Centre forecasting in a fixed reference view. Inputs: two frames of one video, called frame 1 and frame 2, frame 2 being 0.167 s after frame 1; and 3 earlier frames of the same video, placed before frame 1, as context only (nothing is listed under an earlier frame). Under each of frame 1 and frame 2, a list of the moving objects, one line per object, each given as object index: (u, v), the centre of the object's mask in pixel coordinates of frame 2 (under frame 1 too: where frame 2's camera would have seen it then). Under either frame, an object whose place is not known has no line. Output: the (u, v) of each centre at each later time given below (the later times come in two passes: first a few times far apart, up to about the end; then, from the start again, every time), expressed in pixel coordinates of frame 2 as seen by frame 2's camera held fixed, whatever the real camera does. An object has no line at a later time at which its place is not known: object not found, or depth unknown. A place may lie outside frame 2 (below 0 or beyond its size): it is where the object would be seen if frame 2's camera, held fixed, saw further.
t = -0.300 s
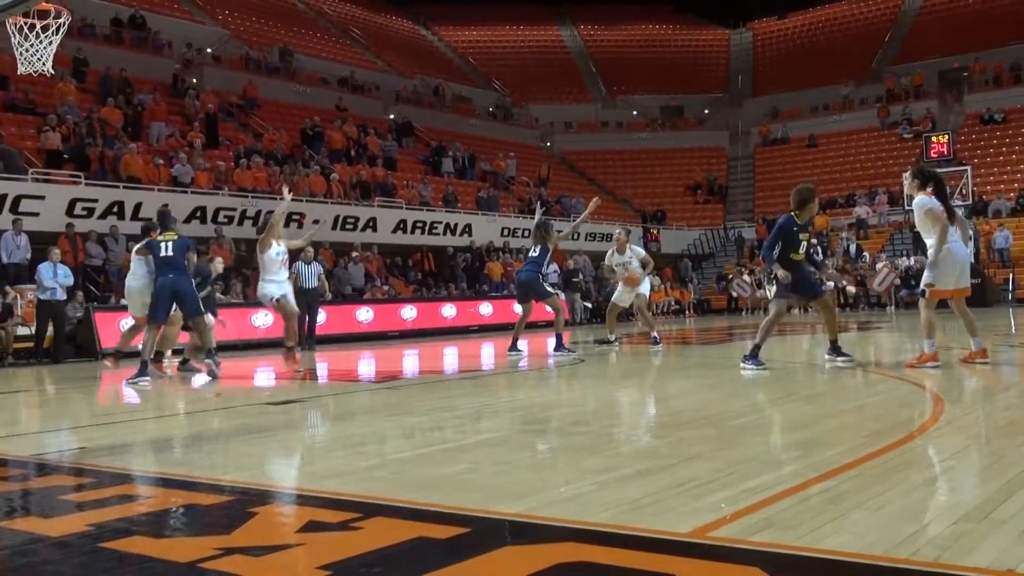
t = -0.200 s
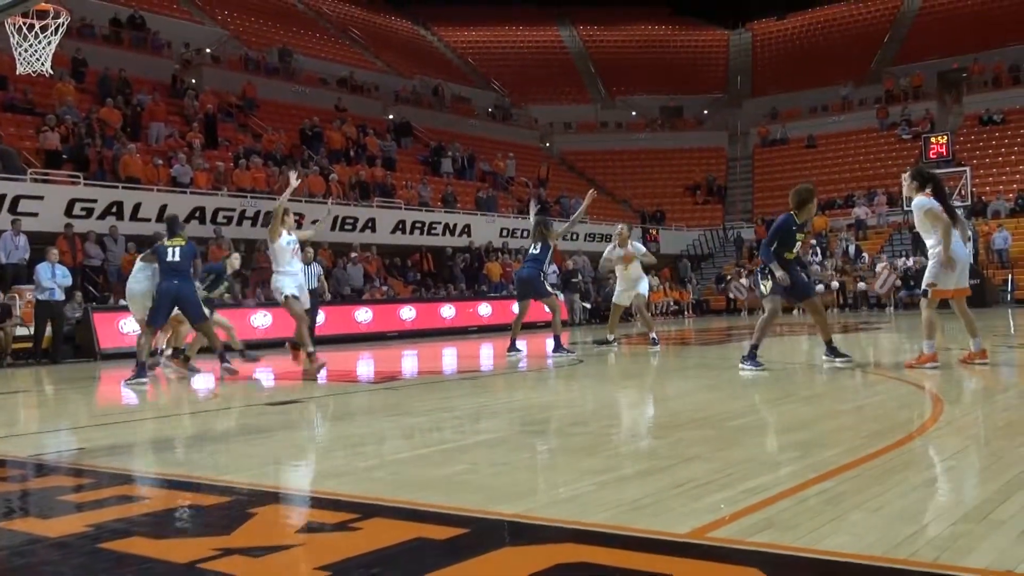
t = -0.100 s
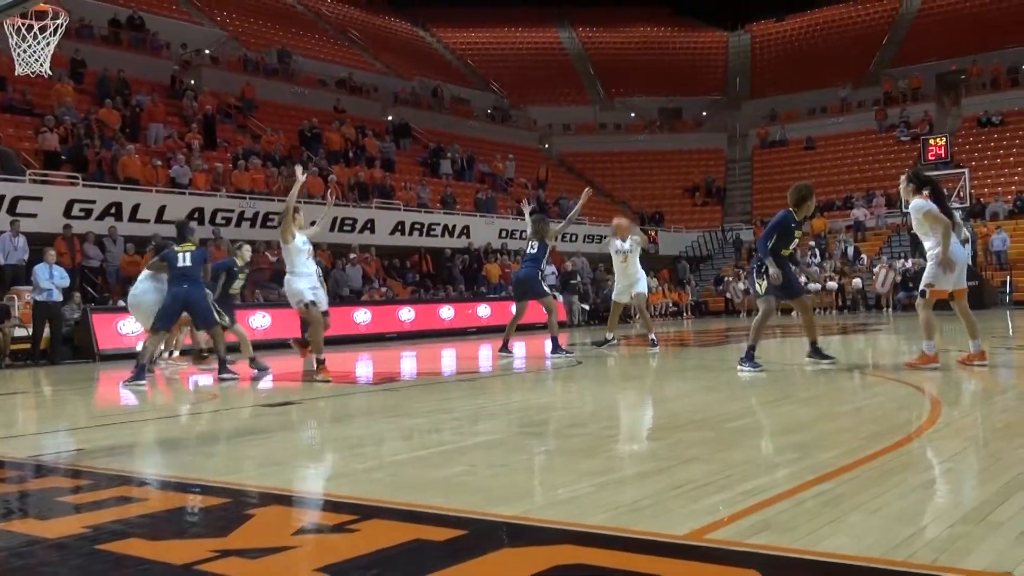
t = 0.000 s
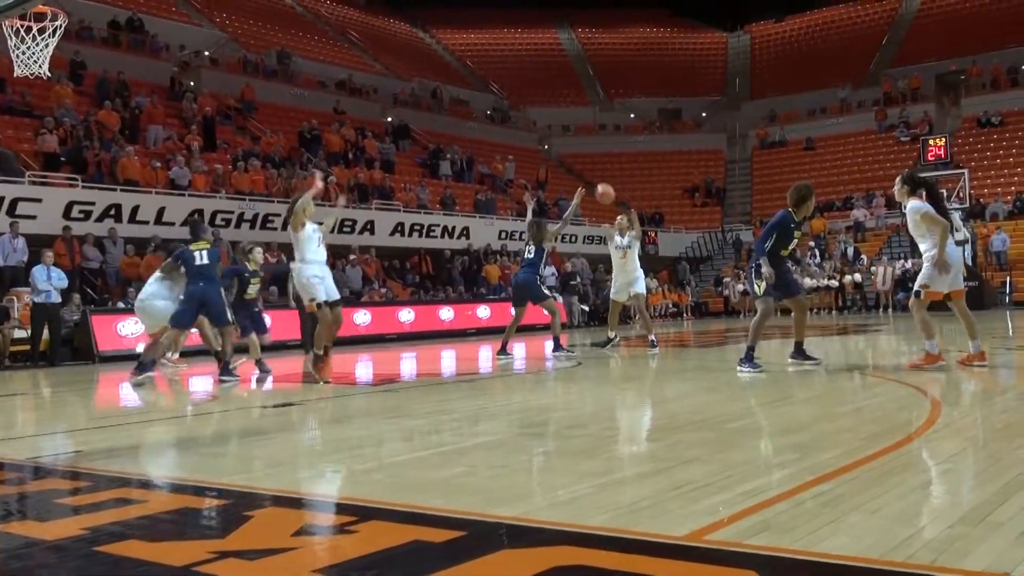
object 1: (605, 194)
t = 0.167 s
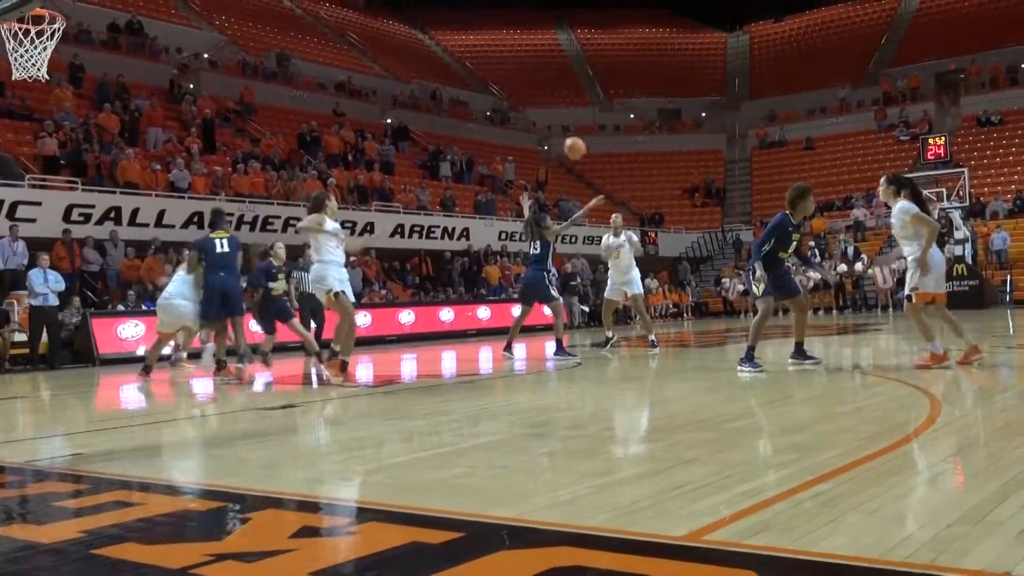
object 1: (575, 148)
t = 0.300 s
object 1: (546, 123)
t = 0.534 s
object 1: (488, 114)
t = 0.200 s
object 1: (568, 141)
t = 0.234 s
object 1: (561, 134)
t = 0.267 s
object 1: (554, 128)
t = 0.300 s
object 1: (546, 123)
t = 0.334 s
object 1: (539, 118)
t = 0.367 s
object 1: (531, 115)
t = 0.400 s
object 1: (523, 112)
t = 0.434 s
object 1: (515, 111)
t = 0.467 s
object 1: (506, 111)
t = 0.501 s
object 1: (497, 112)
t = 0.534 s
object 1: (488, 114)
